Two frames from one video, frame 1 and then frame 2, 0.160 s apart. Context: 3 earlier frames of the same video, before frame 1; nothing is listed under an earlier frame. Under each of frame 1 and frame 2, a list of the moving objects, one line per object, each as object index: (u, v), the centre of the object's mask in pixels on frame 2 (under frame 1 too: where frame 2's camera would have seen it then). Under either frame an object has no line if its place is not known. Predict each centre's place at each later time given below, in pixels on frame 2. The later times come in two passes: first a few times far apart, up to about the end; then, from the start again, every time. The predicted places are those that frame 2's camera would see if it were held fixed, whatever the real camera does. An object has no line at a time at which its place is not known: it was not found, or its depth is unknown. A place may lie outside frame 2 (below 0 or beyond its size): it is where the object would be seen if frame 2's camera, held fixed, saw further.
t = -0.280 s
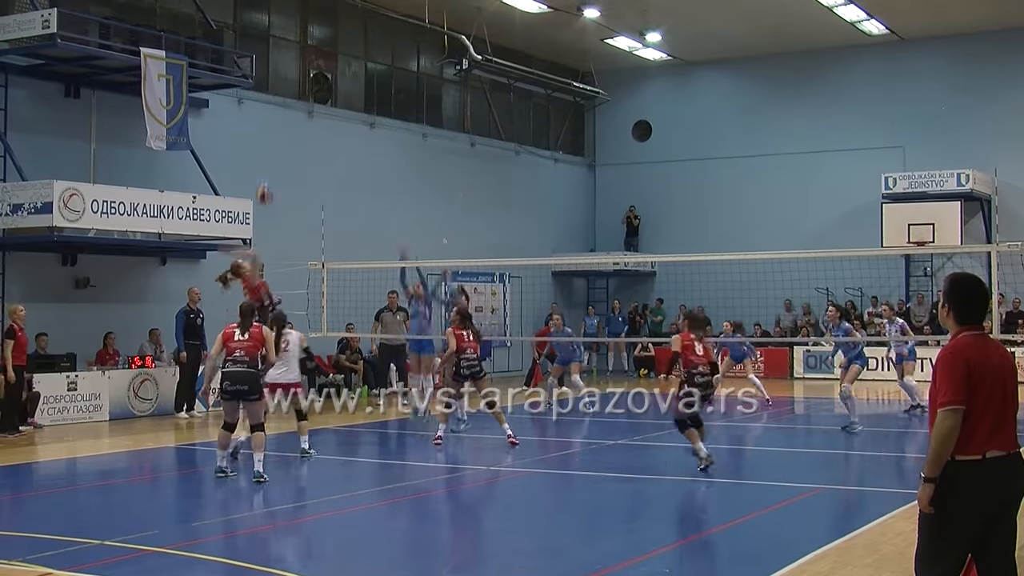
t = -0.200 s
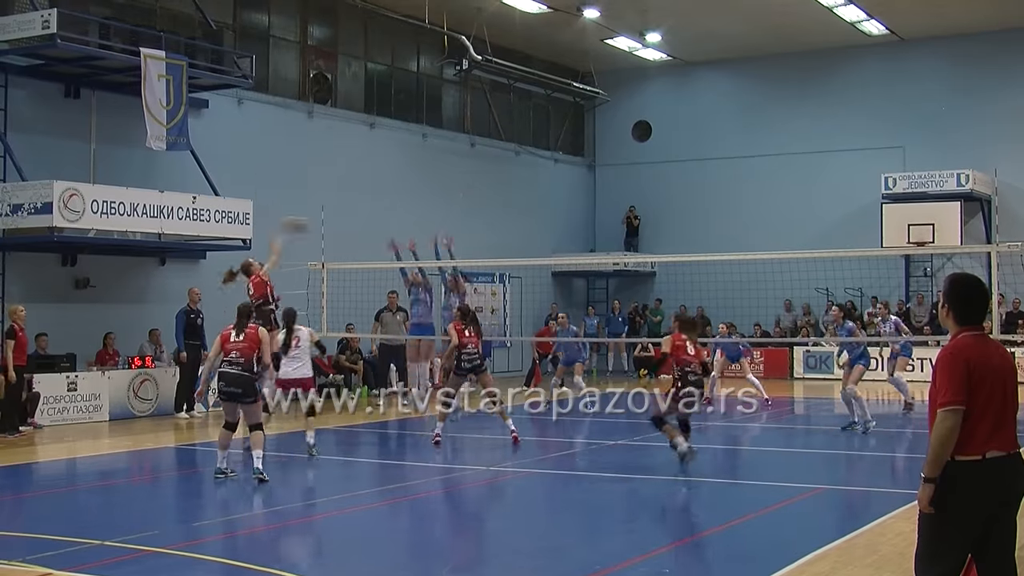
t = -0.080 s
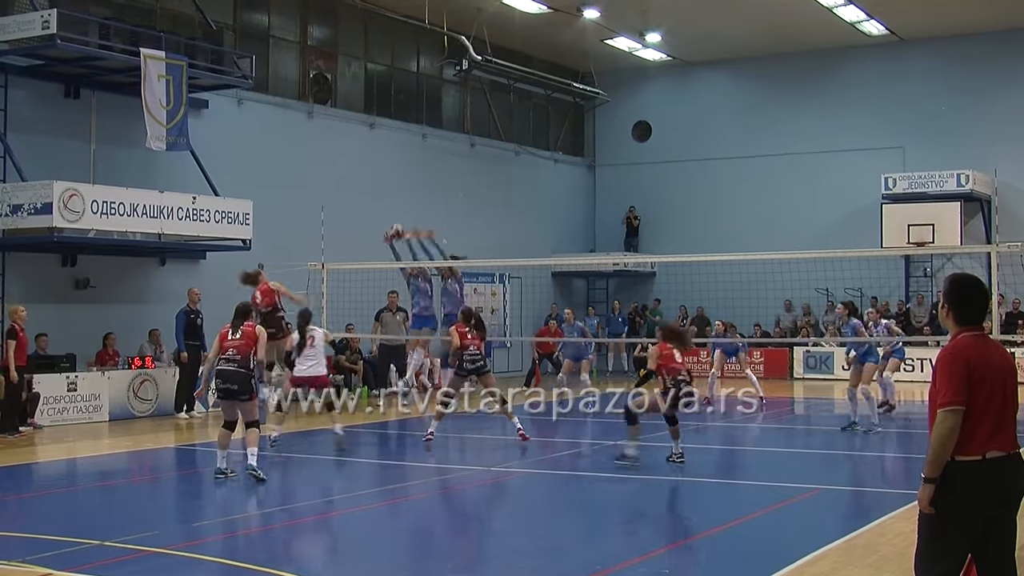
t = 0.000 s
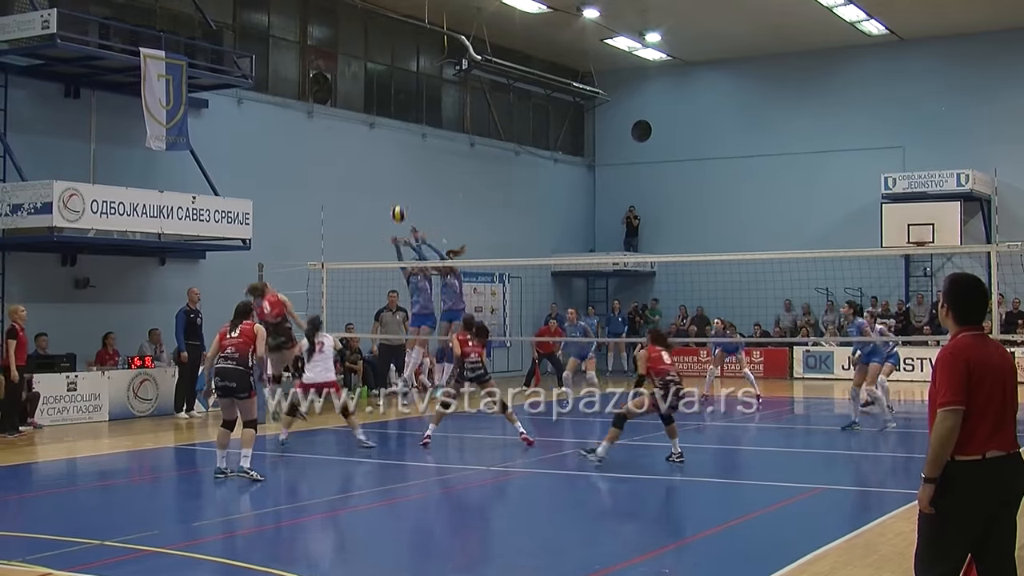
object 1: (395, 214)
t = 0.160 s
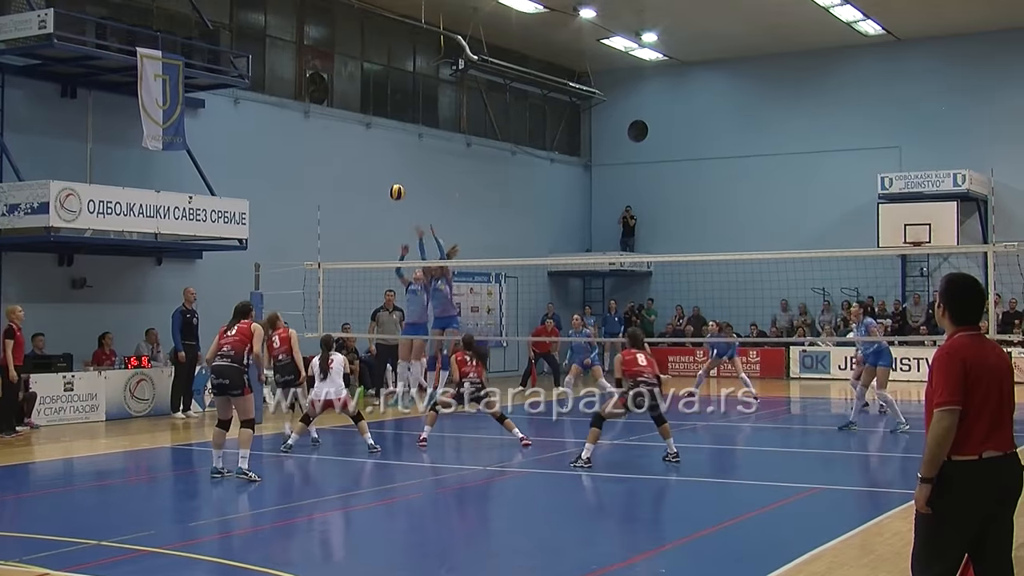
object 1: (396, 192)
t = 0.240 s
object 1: (397, 188)
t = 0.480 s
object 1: (400, 204)
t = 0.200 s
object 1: (397, 189)
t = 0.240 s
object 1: (397, 188)
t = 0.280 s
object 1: (398, 188)
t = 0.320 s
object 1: (398, 189)
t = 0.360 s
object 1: (398, 190)
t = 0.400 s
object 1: (399, 194)
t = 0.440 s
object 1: (400, 198)
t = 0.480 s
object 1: (400, 204)
